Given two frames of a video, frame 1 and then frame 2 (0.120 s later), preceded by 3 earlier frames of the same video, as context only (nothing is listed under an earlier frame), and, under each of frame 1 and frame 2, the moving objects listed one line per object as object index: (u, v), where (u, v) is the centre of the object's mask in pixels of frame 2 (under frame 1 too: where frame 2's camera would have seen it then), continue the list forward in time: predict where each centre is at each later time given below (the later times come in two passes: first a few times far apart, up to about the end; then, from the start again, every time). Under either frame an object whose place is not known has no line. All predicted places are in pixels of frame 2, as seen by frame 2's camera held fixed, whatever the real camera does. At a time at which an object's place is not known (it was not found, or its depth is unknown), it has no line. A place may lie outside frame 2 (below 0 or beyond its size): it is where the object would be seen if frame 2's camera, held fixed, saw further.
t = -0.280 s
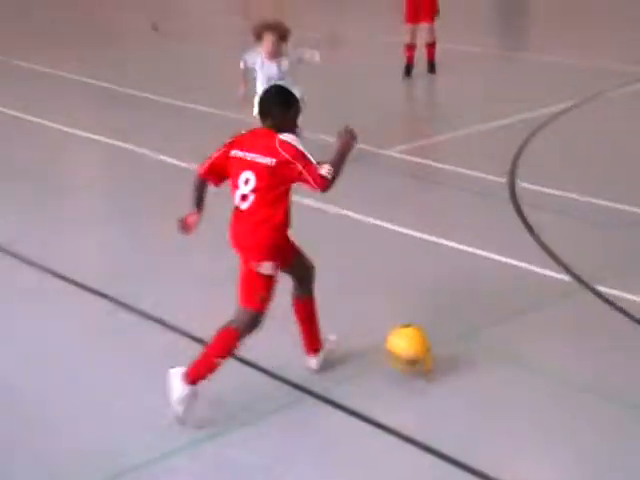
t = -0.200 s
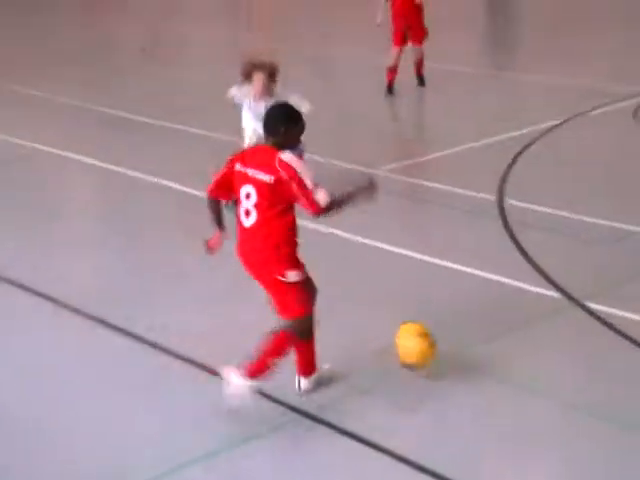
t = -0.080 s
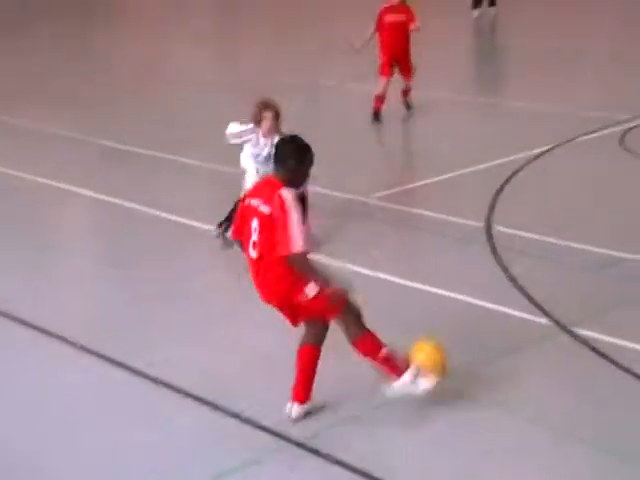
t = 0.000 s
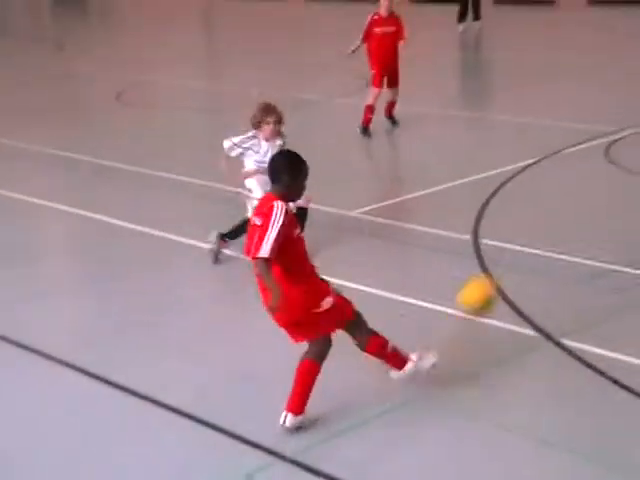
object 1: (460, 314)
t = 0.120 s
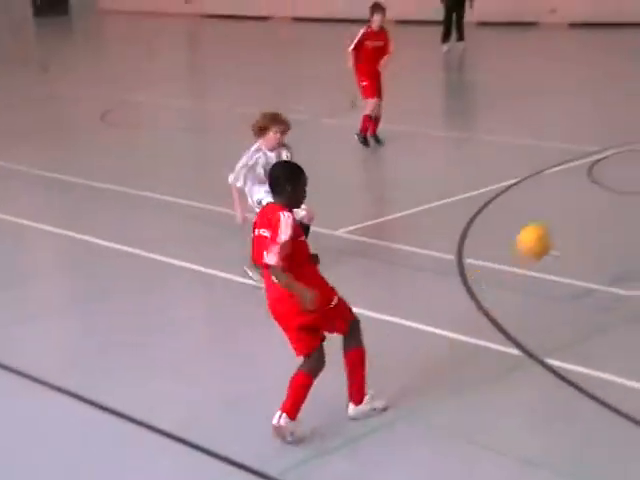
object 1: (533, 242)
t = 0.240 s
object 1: (585, 204)
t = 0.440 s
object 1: (642, 172)
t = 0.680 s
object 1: (677, 121)
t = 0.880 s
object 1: (697, 107)
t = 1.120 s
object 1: (714, 78)
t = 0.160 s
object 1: (551, 226)
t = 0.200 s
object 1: (567, 216)
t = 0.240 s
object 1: (585, 204)
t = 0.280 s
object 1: (599, 198)
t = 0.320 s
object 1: (612, 195)
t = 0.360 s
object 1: (624, 194)
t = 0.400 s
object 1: (634, 190)
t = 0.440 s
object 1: (642, 172)
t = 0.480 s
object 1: (649, 158)
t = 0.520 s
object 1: (656, 144)
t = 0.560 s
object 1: (660, 135)
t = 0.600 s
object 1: (667, 130)
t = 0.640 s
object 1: (673, 123)
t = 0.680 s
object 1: (677, 121)
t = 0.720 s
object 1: (683, 120)
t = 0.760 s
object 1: (685, 119)
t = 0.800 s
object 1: (688, 123)
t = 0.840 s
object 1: (695, 120)
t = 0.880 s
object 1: (697, 107)
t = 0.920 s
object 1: (701, 99)
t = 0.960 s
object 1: (704, 91)
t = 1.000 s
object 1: (707, 86)
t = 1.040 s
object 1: (712, 81)
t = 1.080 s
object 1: (712, 79)
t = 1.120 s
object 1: (714, 78)
